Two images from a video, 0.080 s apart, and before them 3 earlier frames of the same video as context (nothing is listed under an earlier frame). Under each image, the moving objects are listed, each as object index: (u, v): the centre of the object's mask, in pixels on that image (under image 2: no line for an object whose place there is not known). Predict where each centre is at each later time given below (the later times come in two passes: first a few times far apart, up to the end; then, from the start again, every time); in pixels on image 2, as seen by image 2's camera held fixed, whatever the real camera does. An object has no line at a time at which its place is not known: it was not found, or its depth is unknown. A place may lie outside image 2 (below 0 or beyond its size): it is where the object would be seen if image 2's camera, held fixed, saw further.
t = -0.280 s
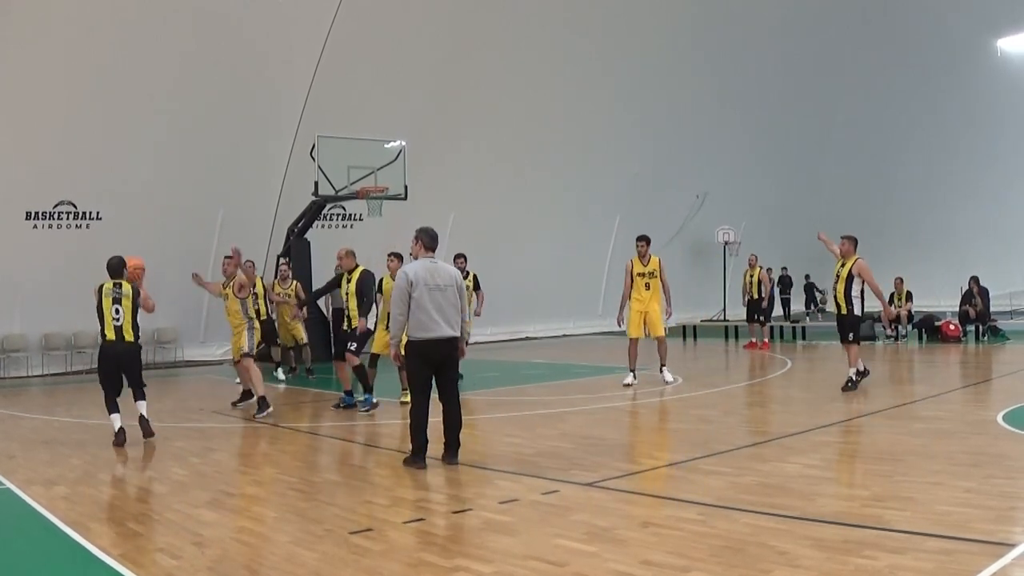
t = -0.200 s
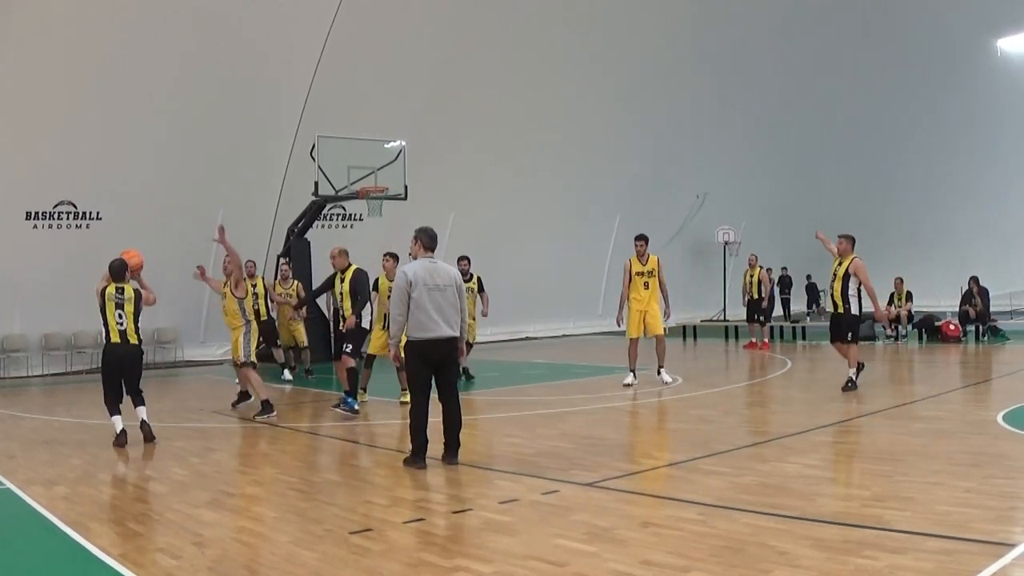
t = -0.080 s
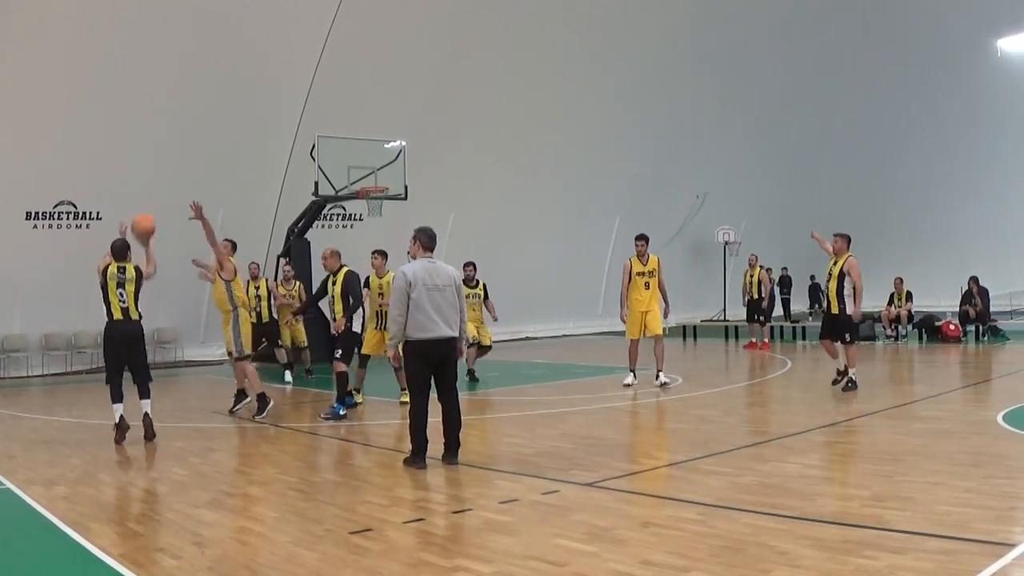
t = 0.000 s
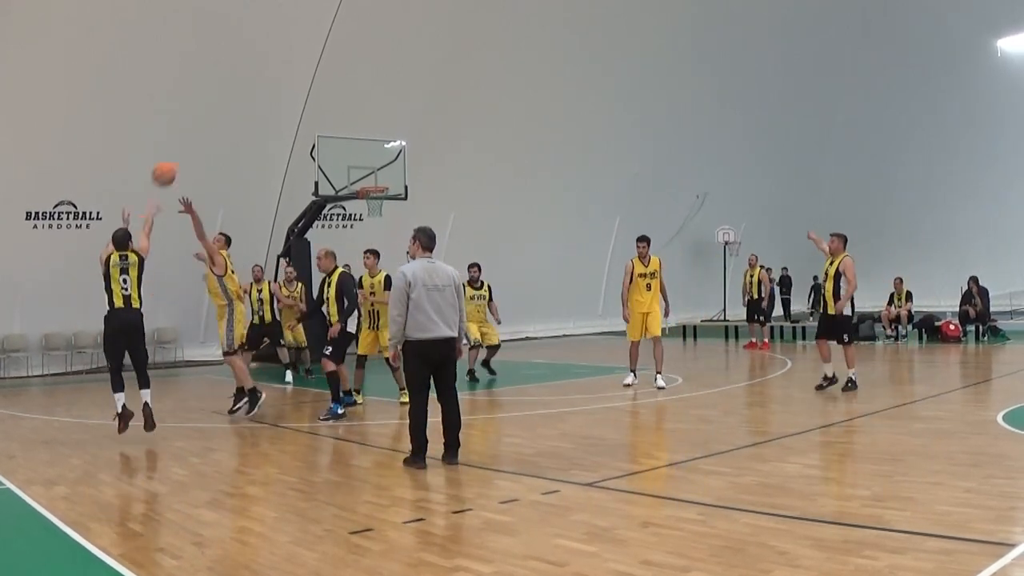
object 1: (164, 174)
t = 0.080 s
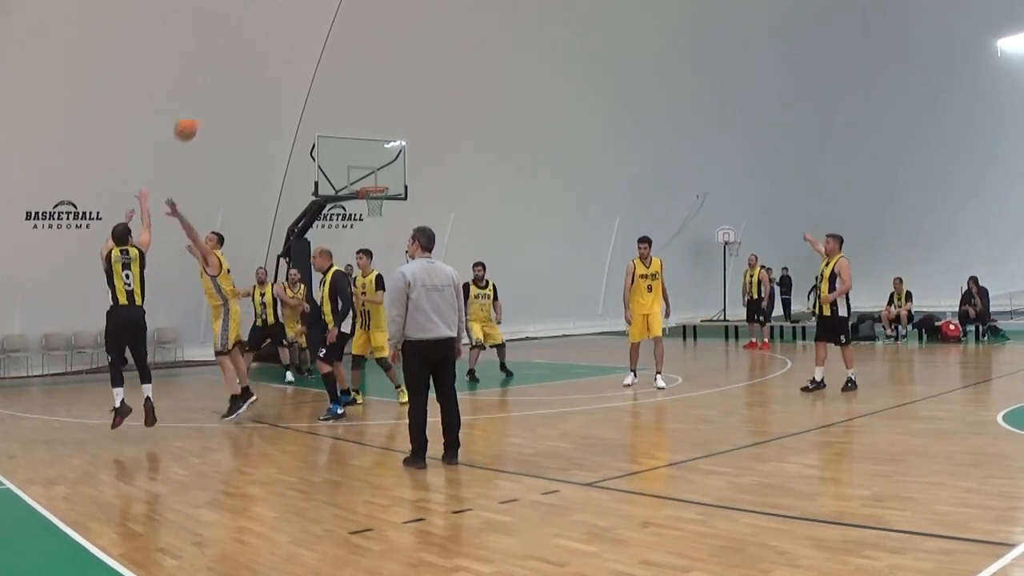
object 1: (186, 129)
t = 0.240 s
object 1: (225, 64)
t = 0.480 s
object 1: (273, 22)
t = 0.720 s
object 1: (312, 26)
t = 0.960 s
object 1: (346, 66)
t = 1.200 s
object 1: (376, 134)
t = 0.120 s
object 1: (196, 108)
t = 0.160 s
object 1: (205, 93)
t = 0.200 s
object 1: (215, 78)
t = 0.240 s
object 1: (225, 64)
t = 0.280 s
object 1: (233, 54)
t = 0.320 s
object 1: (242, 45)
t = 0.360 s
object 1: (249, 37)
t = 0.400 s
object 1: (257, 31)
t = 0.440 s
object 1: (266, 26)
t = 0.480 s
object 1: (273, 22)
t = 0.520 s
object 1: (280, 20)
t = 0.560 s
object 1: (287, 19)
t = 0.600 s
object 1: (293, 19)
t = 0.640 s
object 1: (300, 21)
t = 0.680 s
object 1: (306, 23)
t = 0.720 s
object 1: (312, 26)
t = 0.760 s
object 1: (318, 31)
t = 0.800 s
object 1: (324, 36)
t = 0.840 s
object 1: (330, 43)
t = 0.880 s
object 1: (335, 50)
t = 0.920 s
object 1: (341, 58)
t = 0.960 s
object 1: (346, 66)
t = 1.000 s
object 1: (352, 75)
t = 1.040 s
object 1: (357, 85)
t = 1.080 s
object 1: (362, 97)
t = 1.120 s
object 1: (367, 109)
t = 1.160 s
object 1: (372, 121)
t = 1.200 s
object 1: (376, 134)
